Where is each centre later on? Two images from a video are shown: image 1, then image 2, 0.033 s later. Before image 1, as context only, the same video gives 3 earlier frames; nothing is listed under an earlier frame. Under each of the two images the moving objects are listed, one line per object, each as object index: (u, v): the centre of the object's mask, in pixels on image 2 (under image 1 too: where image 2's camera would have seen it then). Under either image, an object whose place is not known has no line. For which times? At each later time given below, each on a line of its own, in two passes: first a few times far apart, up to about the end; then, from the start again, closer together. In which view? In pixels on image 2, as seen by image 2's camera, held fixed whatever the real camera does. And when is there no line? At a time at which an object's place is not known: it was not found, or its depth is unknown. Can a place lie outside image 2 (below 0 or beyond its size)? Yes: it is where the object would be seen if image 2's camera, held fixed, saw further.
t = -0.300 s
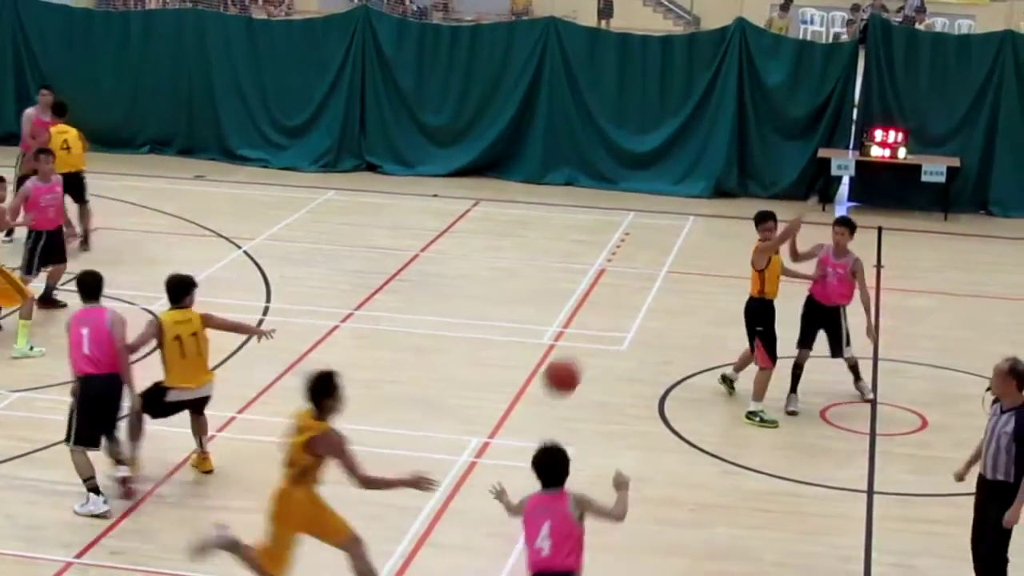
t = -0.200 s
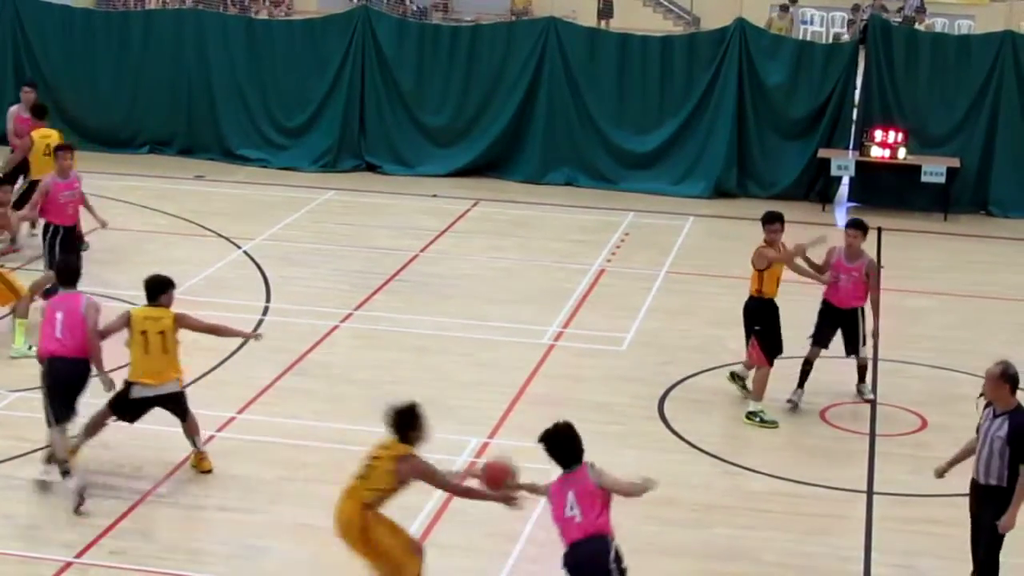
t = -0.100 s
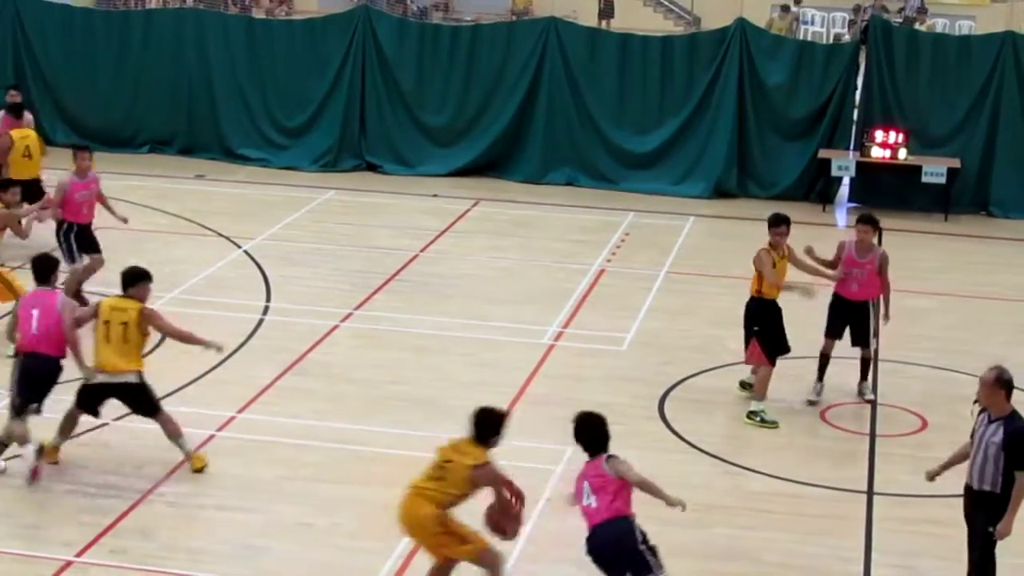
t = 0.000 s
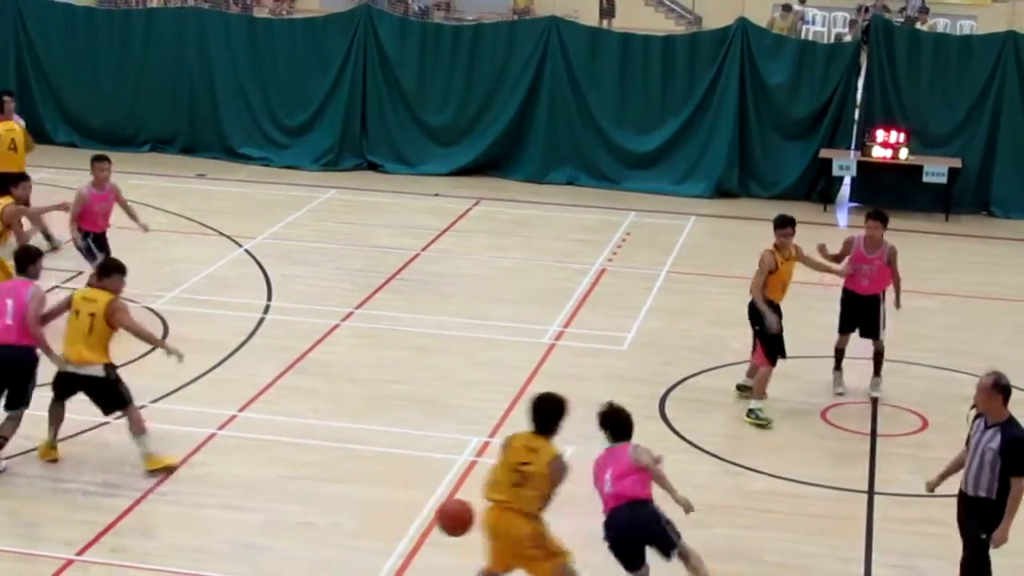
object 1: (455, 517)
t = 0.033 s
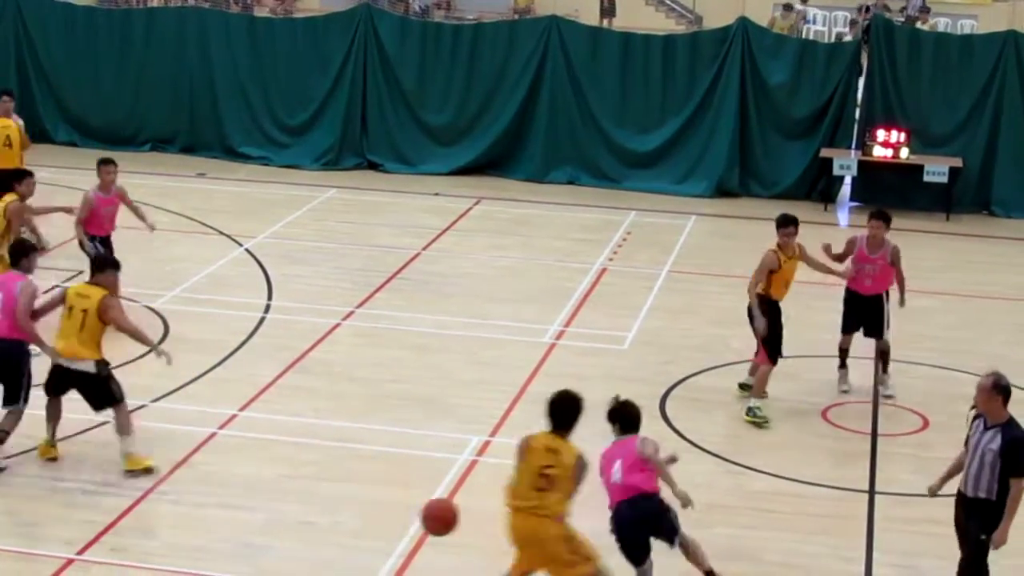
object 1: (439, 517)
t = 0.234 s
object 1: (340, 550)
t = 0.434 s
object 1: (271, 523)
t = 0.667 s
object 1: (206, 499)
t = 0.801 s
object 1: (171, 520)
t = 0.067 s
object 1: (422, 518)
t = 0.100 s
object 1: (405, 521)
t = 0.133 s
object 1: (389, 526)
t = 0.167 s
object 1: (373, 532)
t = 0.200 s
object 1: (356, 541)
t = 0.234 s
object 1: (340, 550)
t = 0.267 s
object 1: (324, 561)
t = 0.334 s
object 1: (300, 557)
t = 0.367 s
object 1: (290, 544)
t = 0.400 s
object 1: (280, 533)
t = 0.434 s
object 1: (271, 523)
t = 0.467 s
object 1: (261, 515)
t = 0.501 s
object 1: (252, 508)
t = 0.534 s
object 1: (242, 503)
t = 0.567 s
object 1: (233, 500)
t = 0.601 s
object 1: (224, 498)
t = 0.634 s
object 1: (215, 498)
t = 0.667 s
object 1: (206, 499)
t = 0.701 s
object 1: (197, 502)
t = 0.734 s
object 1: (188, 507)
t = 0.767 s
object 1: (180, 513)
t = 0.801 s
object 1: (171, 520)
